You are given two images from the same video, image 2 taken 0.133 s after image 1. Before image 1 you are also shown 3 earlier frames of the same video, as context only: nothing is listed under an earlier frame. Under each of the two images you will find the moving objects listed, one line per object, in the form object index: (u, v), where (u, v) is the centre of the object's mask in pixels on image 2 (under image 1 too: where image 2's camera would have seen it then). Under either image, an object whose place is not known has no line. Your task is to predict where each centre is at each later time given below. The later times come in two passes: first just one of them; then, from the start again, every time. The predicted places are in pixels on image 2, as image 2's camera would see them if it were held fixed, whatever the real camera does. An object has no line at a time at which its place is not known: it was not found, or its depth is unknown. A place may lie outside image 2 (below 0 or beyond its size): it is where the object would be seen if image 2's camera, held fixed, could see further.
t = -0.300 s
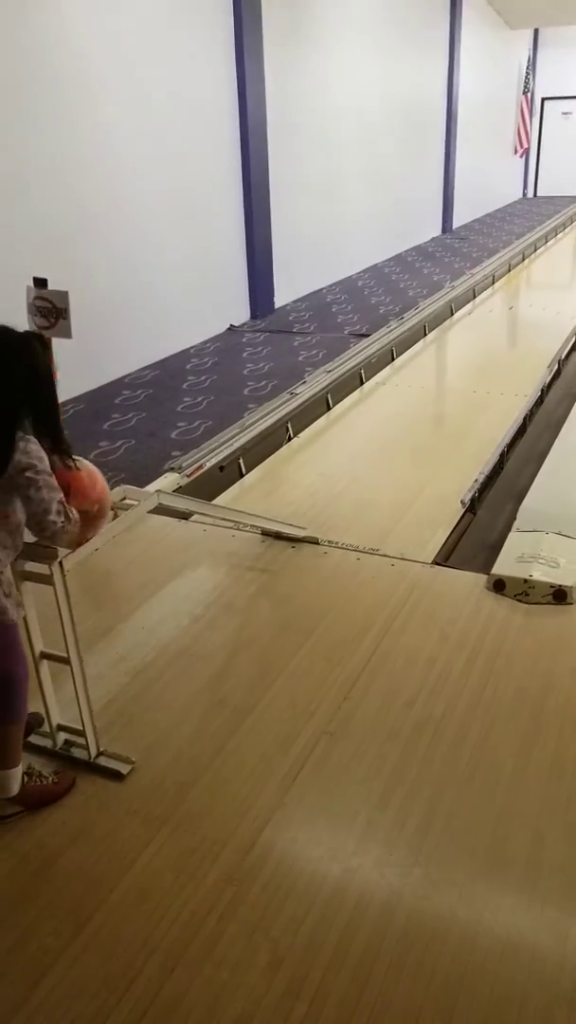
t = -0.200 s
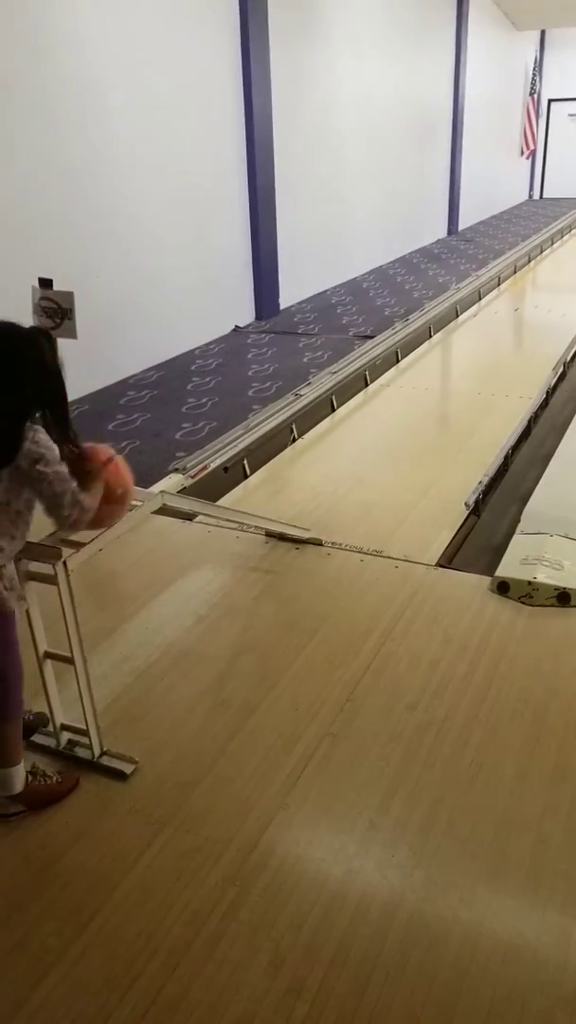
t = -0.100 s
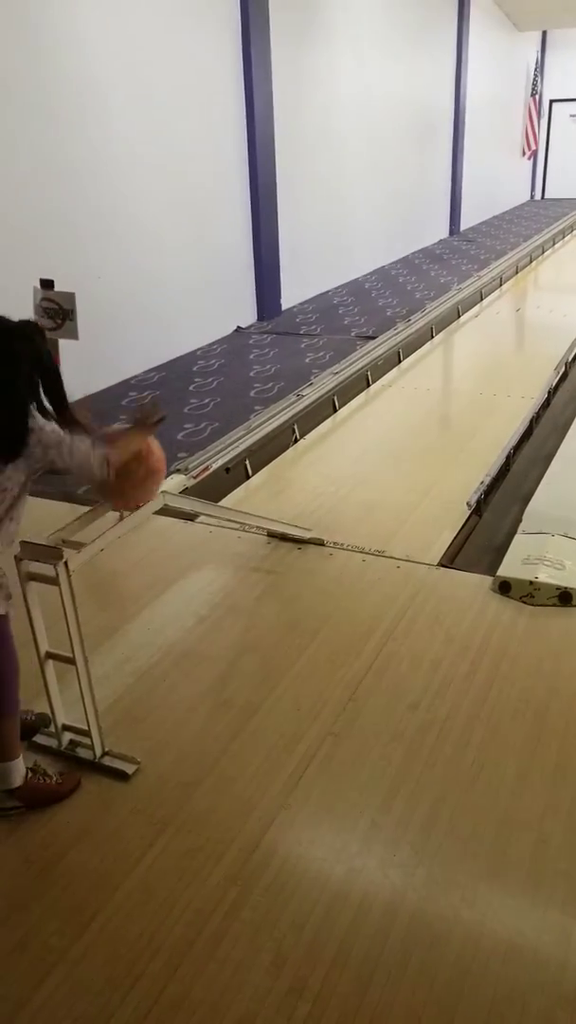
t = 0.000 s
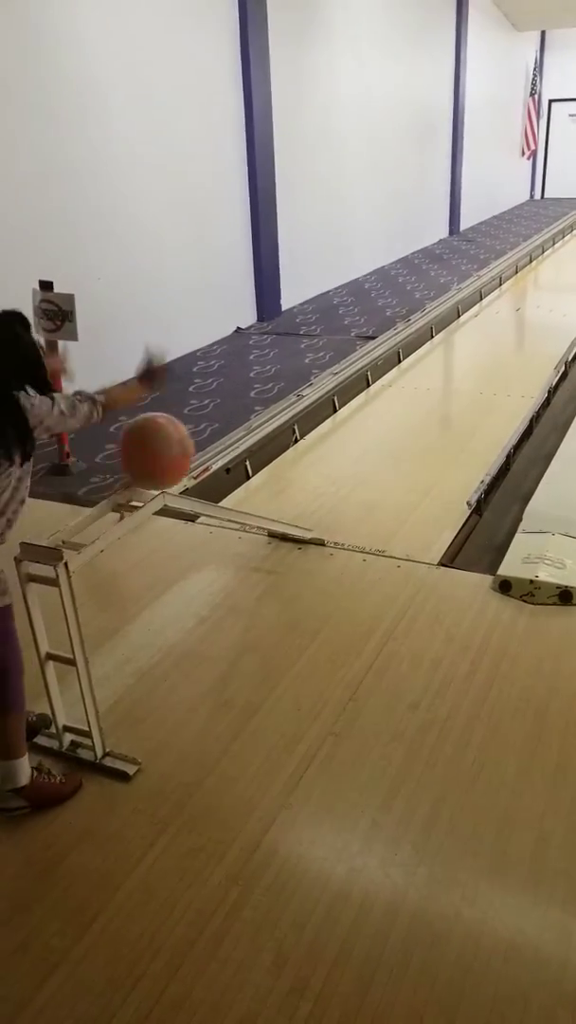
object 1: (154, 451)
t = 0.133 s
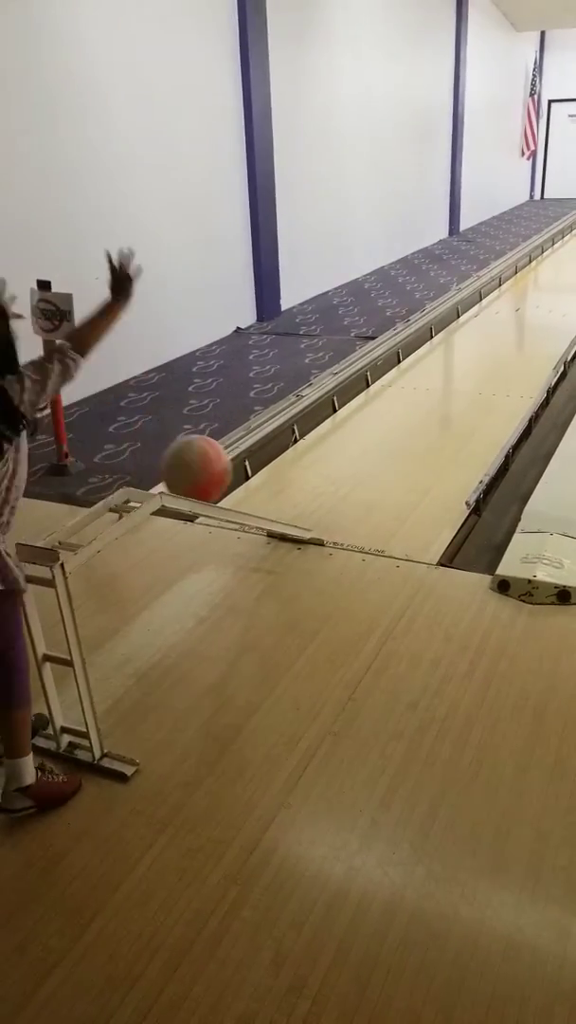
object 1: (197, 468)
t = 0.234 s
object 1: (232, 482)
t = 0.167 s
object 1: (208, 472)
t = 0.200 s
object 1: (220, 477)
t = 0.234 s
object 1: (232, 482)
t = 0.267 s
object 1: (244, 485)
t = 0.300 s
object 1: (254, 489)
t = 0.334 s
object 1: (266, 493)
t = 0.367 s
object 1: (278, 497)
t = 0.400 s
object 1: (289, 501)
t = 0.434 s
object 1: (300, 504)
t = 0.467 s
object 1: (309, 500)
